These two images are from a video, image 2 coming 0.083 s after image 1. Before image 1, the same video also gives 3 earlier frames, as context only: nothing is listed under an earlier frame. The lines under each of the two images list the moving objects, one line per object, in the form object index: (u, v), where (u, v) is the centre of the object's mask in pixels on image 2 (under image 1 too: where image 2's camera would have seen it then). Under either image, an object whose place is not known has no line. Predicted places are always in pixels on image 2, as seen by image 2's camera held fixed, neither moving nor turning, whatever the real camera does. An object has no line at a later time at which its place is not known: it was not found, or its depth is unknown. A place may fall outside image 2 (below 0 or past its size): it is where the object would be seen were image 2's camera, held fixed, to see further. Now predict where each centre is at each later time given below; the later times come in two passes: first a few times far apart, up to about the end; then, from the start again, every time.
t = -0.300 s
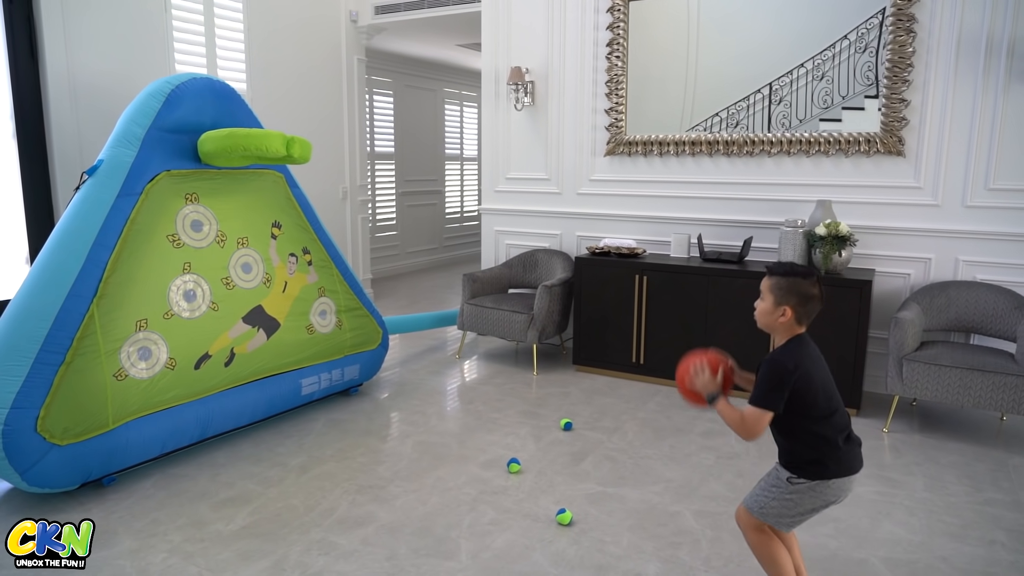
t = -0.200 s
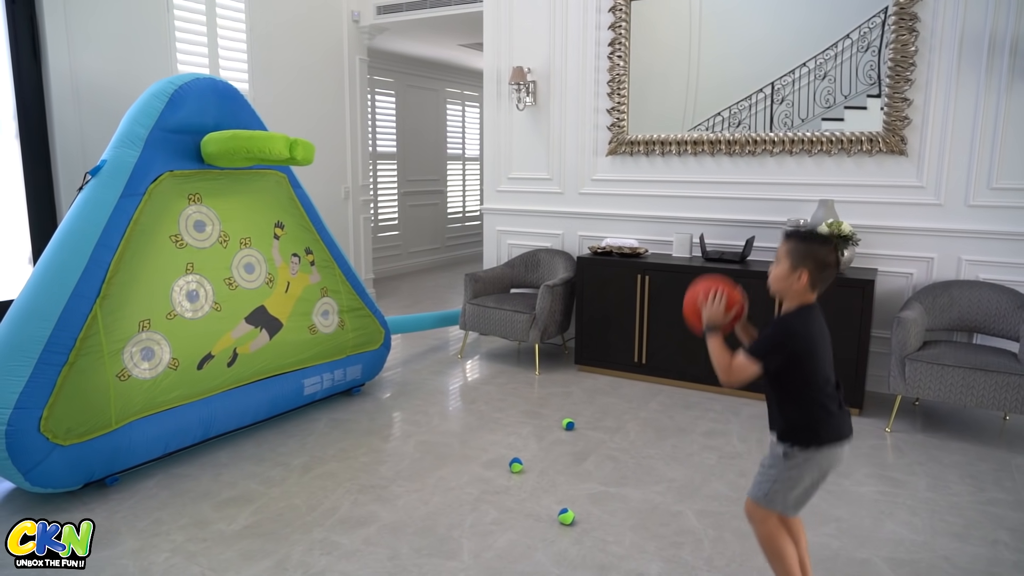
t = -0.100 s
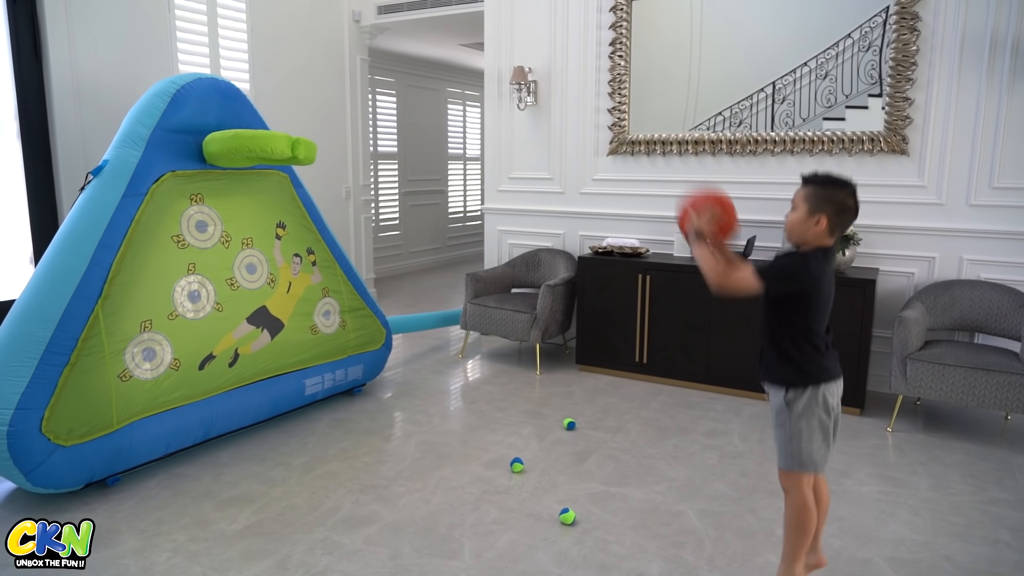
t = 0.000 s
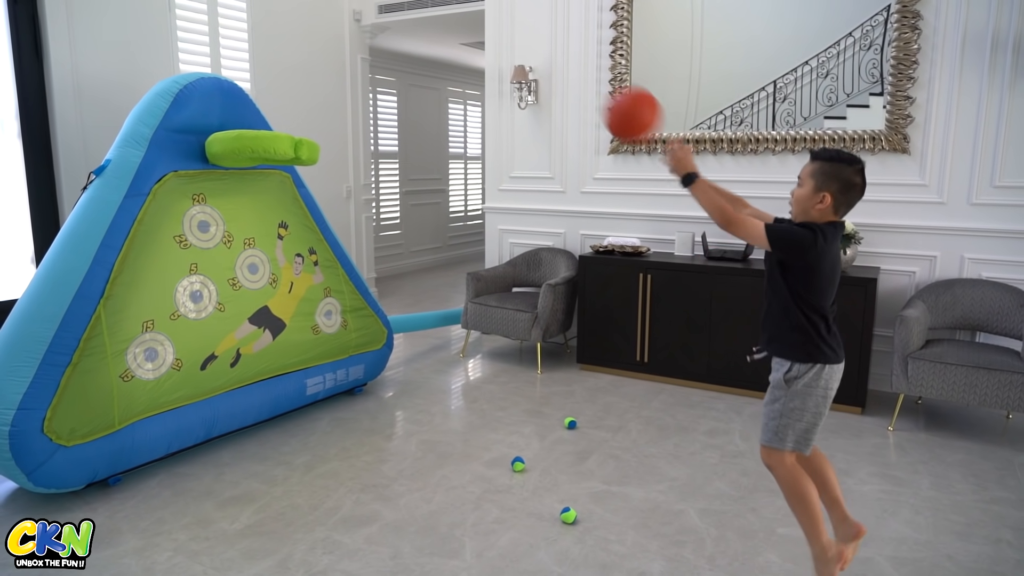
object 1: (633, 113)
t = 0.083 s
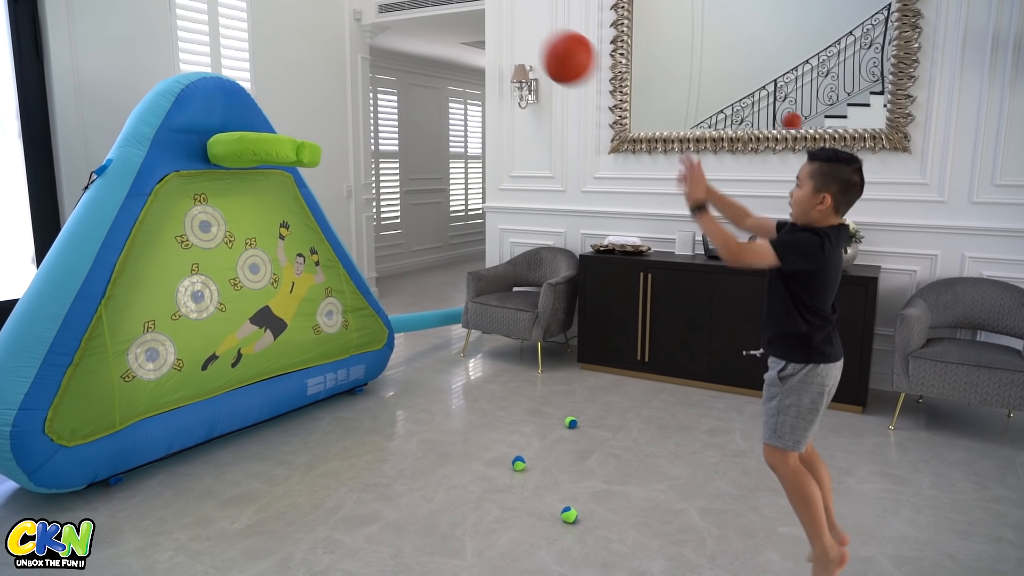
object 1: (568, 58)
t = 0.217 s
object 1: (478, 20)
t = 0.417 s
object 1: (369, 45)
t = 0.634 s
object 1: (291, 140)
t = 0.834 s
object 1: (267, 134)
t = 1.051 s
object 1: (256, 158)
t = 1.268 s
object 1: (251, 239)
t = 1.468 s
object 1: (255, 404)
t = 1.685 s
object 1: (231, 306)
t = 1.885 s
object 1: (208, 225)
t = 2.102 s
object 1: (188, 232)
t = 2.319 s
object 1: (178, 338)
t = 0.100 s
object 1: (557, 50)
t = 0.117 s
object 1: (545, 42)
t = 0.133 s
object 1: (533, 36)
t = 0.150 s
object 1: (521, 30)
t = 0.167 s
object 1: (510, 26)
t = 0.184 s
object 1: (499, 23)
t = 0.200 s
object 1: (488, 21)
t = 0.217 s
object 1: (478, 20)
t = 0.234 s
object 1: (468, 19)
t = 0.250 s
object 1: (458, 18)
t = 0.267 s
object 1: (448, 18)
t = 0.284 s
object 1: (438, 19)
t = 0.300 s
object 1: (429, 19)
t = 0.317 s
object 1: (420, 20)
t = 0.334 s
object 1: (411, 22)
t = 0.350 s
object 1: (402, 26)
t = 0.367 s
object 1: (393, 30)
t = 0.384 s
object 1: (384, 35)
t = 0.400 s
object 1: (377, 39)
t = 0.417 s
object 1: (369, 45)
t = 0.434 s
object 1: (361, 51)
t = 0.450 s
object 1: (354, 58)
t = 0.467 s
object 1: (346, 65)
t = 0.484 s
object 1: (339, 72)
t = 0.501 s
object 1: (332, 80)
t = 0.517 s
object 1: (325, 89)
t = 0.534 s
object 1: (318, 98)
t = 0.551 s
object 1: (312, 107)
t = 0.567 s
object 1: (306, 116)
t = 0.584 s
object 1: (301, 123)
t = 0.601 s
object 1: (298, 129)
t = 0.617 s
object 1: (295, 135)
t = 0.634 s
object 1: (291, 140)
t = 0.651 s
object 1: (287, 145)
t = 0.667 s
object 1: (284, 146)
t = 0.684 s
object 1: (281, 147)
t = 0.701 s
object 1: (279, 147)
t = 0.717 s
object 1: (276, 146)
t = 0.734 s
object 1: (274, 145)
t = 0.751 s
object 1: (272, 144)
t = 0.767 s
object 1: (271, 143)
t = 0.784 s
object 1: (269, 141)
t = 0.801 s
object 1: (268, 139)
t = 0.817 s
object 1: (267, 137)
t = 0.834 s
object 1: (267, 134)
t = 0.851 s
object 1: (266, 130)
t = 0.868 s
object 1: (266, 126)
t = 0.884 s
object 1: (264, 121)
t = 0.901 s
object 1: (263, 116)
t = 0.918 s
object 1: (262, 112)
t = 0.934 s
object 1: (262, 142)
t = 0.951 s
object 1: (262, 141)
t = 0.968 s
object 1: (261, 141)
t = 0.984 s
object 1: (260, 142)
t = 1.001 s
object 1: (259, 145)
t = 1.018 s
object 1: (258, 149)
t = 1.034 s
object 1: (257, 154)
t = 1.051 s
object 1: (256, 158)
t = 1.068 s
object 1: (254, 163)
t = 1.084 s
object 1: (253, 168)
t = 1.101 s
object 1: (252, 172)
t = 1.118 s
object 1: (252, 176)
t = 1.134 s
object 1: (252, 180)
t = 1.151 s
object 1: (252, 183)
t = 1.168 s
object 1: (252, 186)
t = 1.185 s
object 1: (252, 192)
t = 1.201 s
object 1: (252, 201)
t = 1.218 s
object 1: (251, 210)
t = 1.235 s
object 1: (251, 219)
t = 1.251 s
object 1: (251, 229)
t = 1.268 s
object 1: (251, 239)
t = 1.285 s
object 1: (251, 250)
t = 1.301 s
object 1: (252, 262)
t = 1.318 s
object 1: (252, 275)
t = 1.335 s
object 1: (252, 287)
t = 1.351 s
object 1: (252, 301)
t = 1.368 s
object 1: (252, 313)
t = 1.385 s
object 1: (253, 327)
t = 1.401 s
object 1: (253, 342)
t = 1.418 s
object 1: (253, 358)
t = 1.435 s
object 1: (254, 372)
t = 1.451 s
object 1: (255, 387)
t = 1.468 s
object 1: (255, 404)
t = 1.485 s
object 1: (255, 419)
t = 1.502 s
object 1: (256, 436)
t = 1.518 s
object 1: (254, 425)
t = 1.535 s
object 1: (252, 412)
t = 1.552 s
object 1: (250, 400)
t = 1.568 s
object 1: (247, 386)
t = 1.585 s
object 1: (245, 372)
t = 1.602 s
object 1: (242, 360)
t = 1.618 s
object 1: (240, 348)
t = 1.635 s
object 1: (237, 336)
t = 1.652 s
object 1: (236, 326)
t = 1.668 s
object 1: (233, 315)
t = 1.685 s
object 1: (231, 306)
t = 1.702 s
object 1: (229, 296)
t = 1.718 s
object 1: (227, 286)
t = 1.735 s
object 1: (225, 278)
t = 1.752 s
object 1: (223, 270)
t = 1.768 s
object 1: (221, 263)
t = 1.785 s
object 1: (219, 256)
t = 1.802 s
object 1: (217, 249)
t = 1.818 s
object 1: (215, 243)
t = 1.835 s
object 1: (214, 238)
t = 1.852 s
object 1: (211, 233)
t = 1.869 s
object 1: (209, 228)
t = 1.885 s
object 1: (208, 225)
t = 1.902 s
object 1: (206, 222)
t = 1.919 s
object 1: (204, 220)
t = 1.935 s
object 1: (203, 218)
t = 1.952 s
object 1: (201, 217)
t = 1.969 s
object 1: (199, 216)
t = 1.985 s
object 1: (198, 216)
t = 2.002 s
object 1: (196, 217)
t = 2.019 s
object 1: (195, 218)
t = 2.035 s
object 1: (193, 220)
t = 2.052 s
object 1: (192, 222)
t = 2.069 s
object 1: (190, 225)
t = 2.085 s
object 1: (189, 228)
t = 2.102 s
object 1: (188, 232)
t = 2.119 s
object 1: (187, 237)
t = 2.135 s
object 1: (186, 242)
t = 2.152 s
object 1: (185, 248)
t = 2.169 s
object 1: (184, 255)
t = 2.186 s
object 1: (183, 262)
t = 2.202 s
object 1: (182, 269)
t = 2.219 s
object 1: (181, 277)
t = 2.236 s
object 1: (180, 286)
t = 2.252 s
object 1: (180, 296)
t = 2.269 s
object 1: (179, 306)
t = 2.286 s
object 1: (178, 316)
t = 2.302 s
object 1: (178, 327)
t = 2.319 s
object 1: (178, 338)
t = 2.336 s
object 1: (178, 349)
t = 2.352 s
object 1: (178, 360)
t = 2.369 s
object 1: (179, 371)
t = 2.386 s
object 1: (179, 384)
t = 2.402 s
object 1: (180, 397)
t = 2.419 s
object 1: (180, 410)
